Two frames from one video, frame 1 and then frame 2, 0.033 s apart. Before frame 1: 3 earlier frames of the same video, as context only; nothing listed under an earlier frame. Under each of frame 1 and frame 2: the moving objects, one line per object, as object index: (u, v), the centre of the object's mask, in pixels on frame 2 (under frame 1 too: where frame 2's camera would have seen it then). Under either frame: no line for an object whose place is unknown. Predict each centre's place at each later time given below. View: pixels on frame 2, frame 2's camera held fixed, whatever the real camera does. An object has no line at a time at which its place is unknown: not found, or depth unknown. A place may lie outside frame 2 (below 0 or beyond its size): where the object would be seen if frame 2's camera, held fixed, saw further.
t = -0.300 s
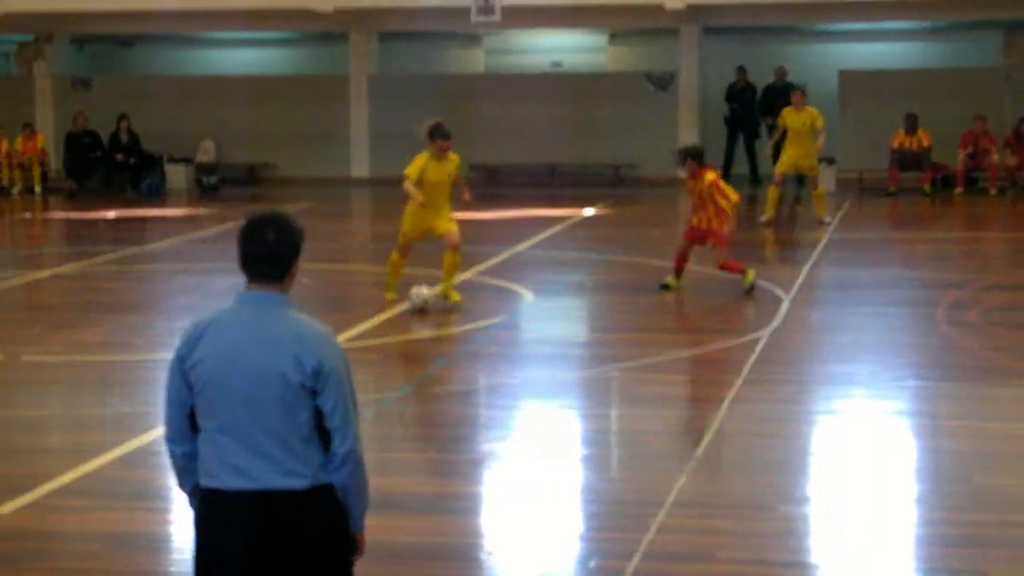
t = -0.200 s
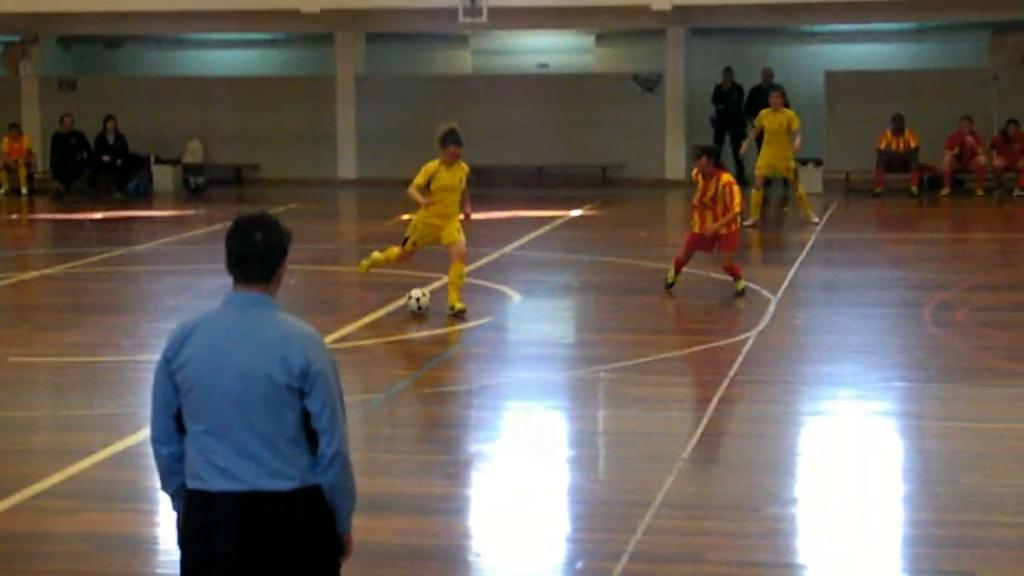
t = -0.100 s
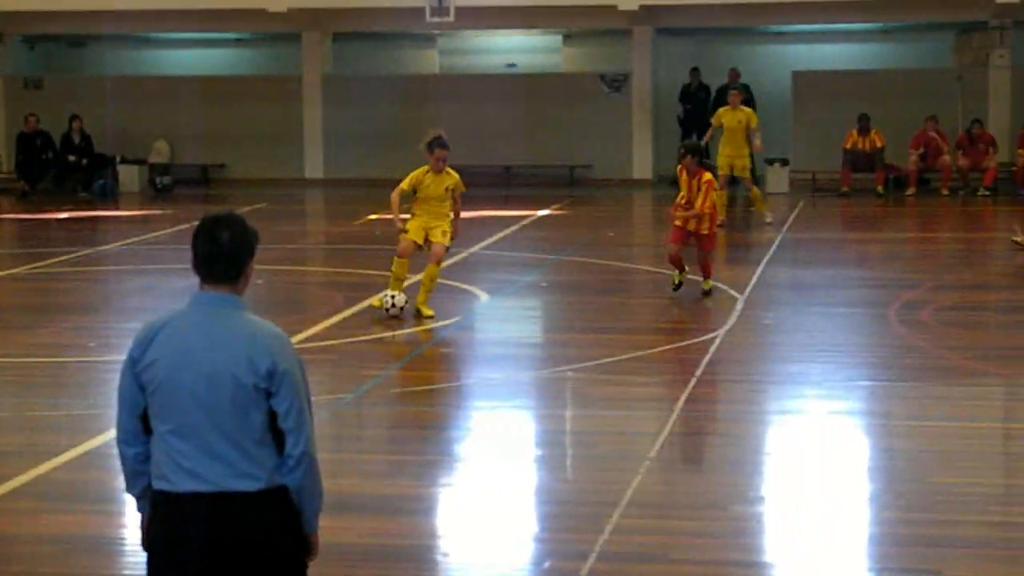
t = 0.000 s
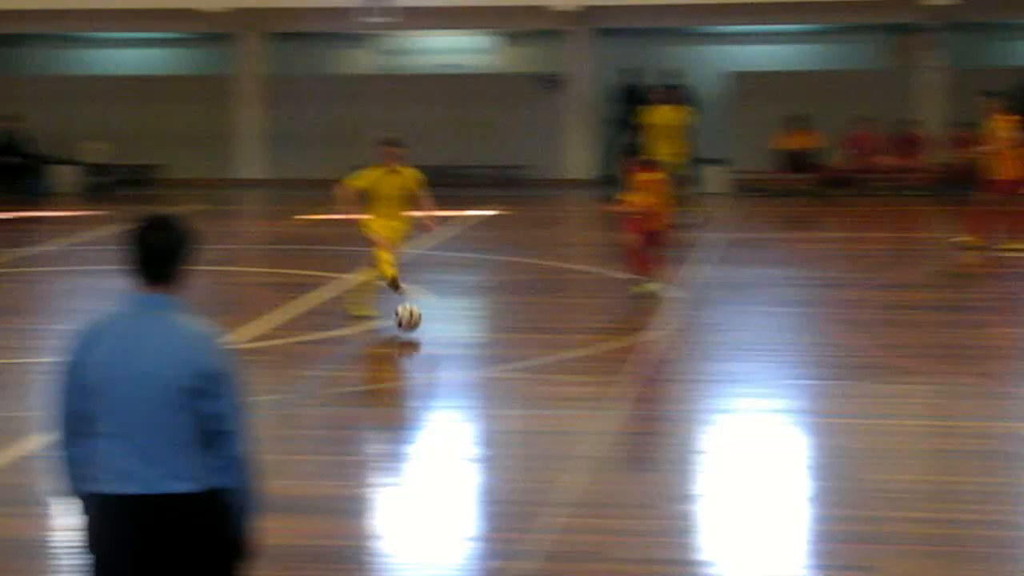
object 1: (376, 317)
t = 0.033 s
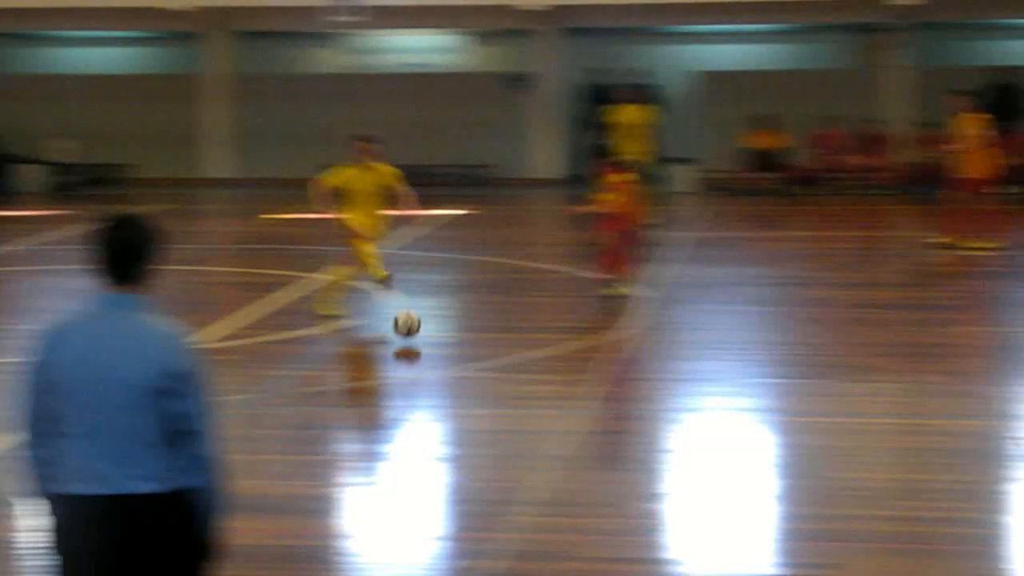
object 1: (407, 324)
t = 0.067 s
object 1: (441, 333)
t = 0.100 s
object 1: (474, 344)
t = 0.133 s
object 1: (509, 352)
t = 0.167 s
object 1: (545, 360)
